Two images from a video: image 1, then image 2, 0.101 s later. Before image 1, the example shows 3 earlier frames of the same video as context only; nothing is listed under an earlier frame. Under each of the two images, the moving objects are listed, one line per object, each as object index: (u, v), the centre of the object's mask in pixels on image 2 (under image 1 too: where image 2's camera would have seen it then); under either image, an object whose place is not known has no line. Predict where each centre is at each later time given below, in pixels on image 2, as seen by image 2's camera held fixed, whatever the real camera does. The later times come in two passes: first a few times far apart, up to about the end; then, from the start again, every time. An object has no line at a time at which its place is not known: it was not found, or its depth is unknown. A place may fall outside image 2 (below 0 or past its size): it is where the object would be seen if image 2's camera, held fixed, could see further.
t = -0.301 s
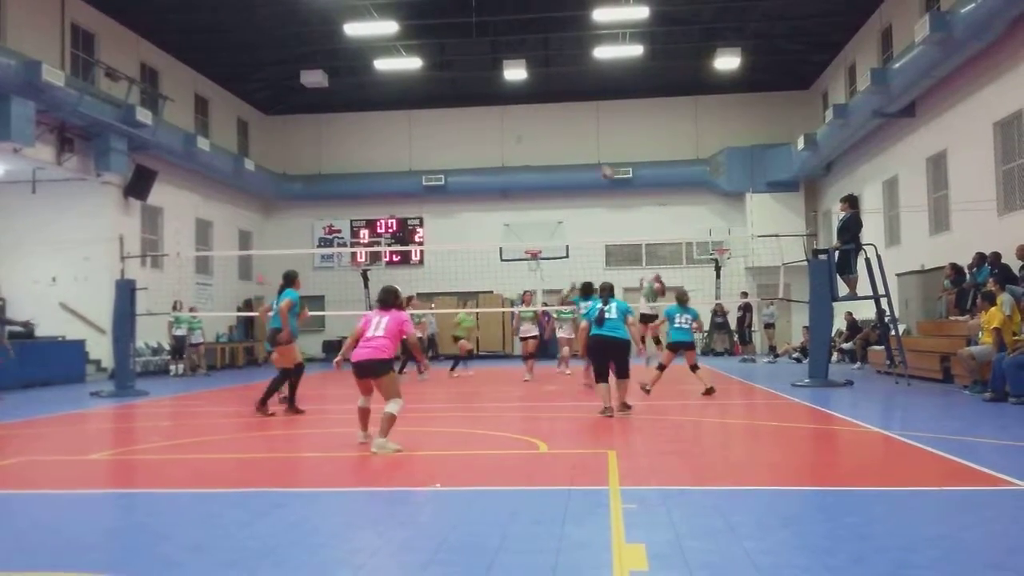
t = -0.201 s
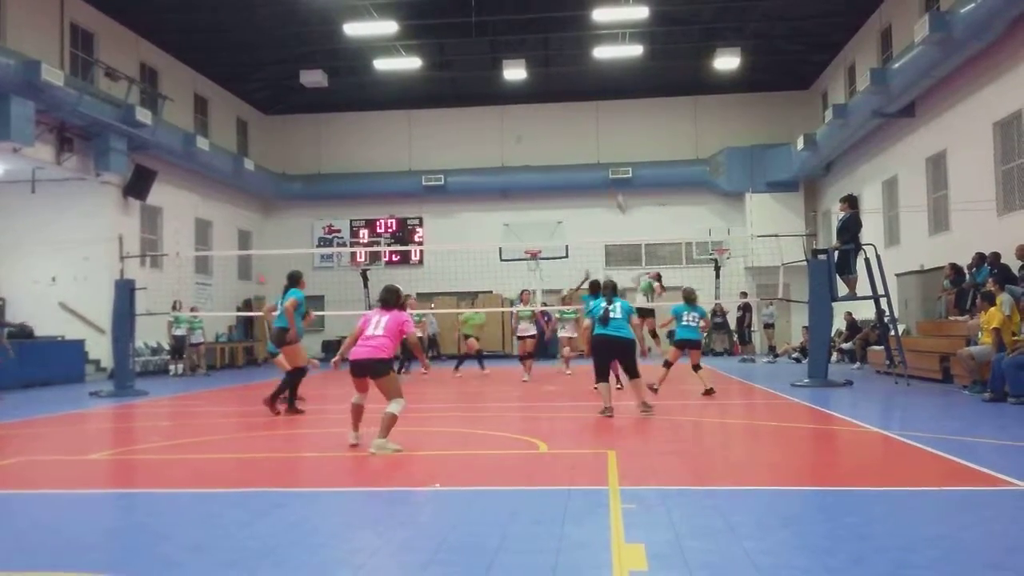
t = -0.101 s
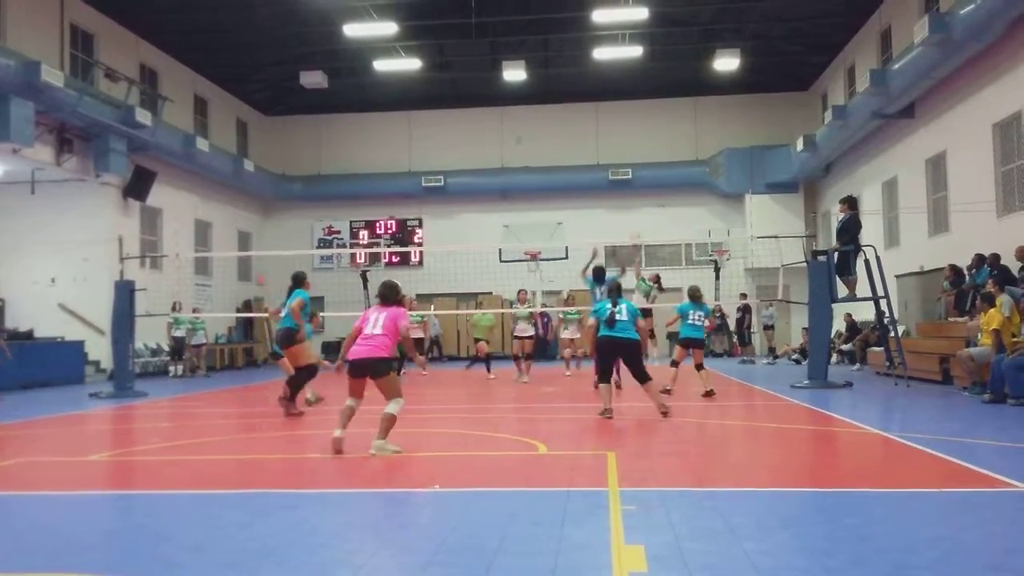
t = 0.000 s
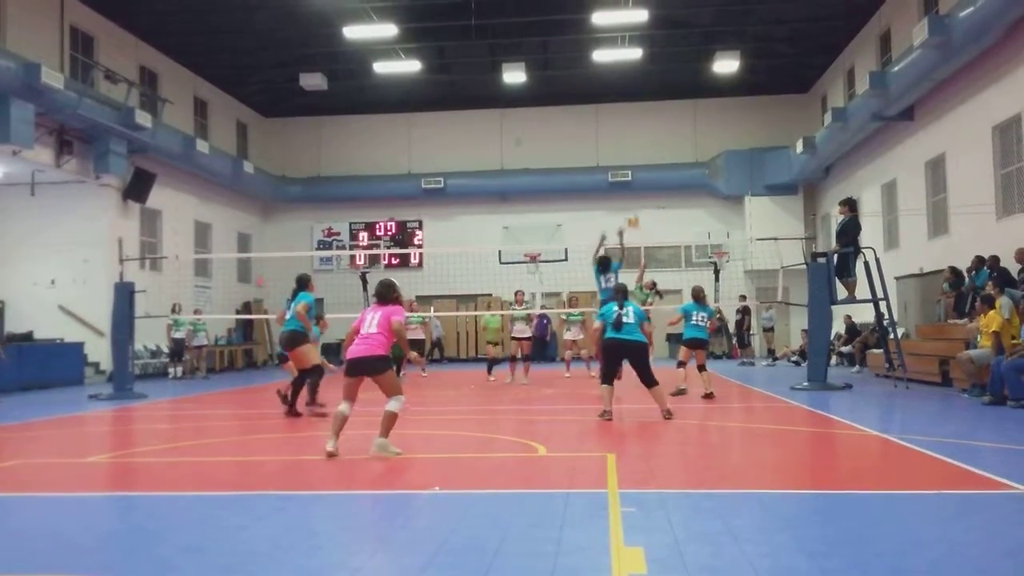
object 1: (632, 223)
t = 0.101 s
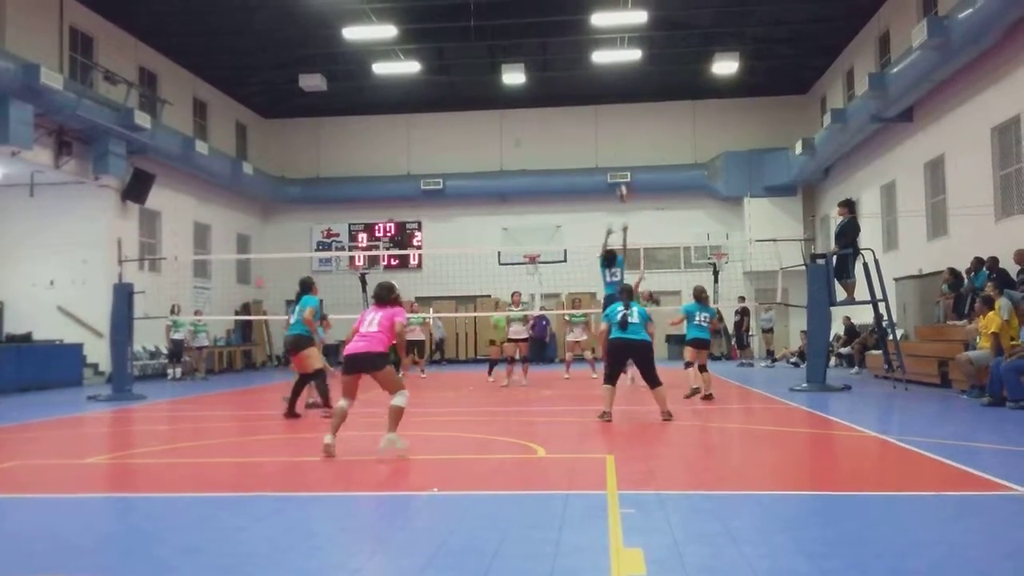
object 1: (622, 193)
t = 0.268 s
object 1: (610, 158)
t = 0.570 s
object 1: (576, 133)
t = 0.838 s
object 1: (536, 177)
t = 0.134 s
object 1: (620, 185)
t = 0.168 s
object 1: (619, 177)
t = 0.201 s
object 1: (615, 170)
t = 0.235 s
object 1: (613, 162)
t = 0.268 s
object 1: (610, 158)
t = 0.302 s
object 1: (607, 152)
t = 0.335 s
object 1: (603, 147)
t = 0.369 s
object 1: (600, 143)
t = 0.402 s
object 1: (596, 139)
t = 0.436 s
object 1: (592, 136)
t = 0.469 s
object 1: (588, 134)
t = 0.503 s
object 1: (585, 133)
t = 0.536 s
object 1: (582, 132)
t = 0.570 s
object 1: (576, 133)
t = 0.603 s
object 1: (572, 134)
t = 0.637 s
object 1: (567, 136)
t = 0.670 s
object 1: (563, 139)
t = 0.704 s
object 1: (557, 144)
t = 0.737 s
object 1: (553, 150)
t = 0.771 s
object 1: (548, 160)
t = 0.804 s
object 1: (542, 166)
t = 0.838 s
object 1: (536, 177)
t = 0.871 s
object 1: (529, 189)
